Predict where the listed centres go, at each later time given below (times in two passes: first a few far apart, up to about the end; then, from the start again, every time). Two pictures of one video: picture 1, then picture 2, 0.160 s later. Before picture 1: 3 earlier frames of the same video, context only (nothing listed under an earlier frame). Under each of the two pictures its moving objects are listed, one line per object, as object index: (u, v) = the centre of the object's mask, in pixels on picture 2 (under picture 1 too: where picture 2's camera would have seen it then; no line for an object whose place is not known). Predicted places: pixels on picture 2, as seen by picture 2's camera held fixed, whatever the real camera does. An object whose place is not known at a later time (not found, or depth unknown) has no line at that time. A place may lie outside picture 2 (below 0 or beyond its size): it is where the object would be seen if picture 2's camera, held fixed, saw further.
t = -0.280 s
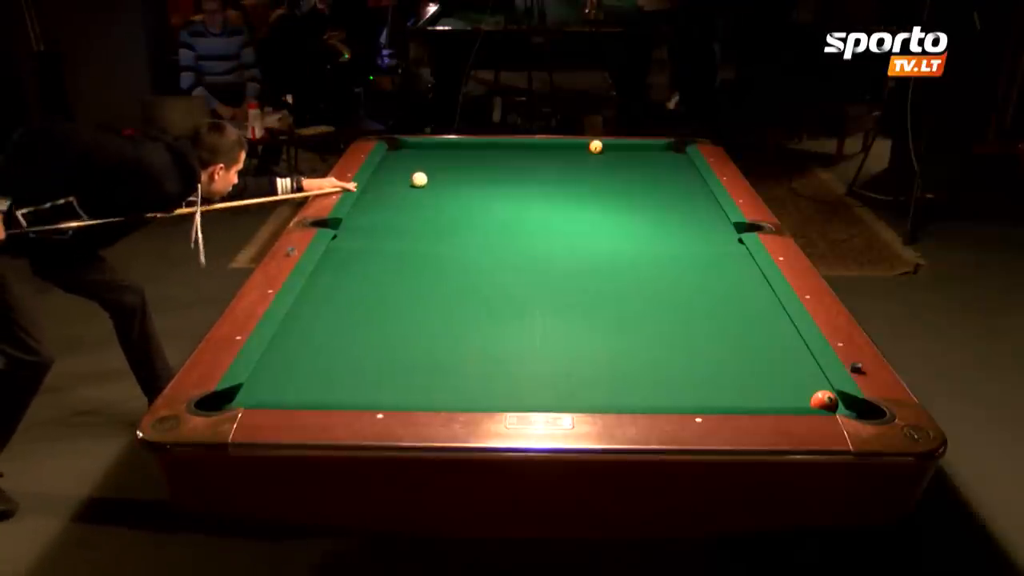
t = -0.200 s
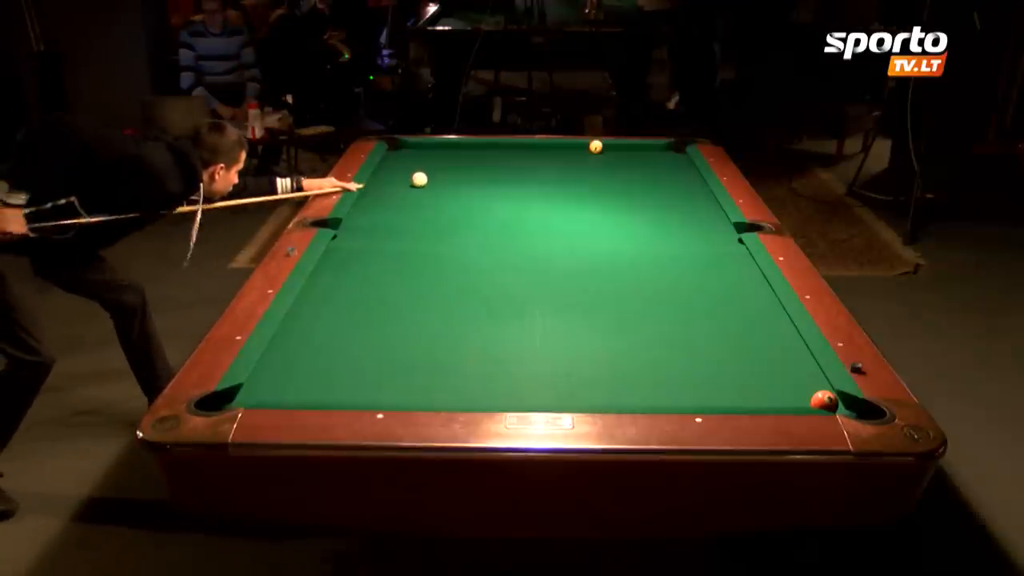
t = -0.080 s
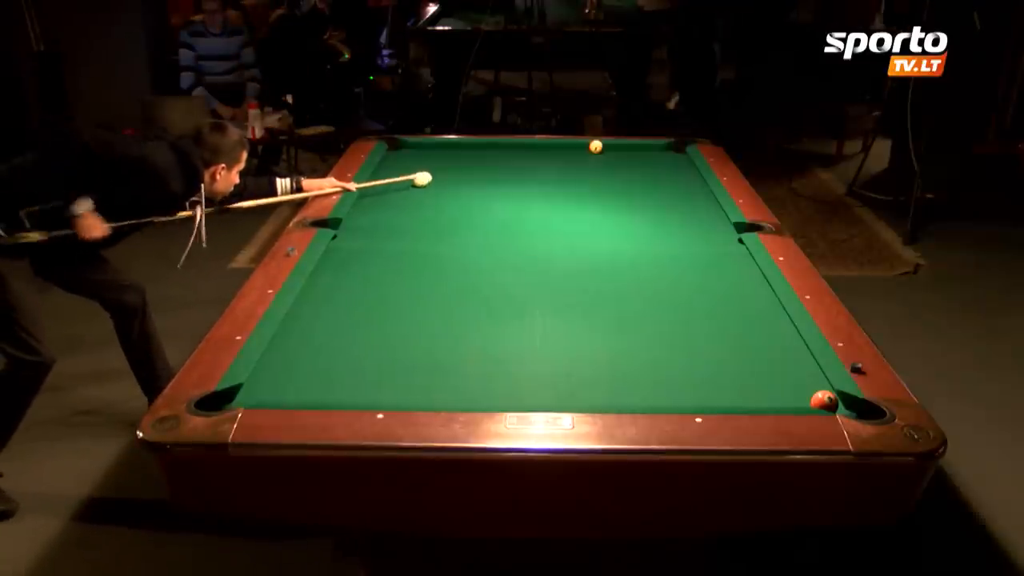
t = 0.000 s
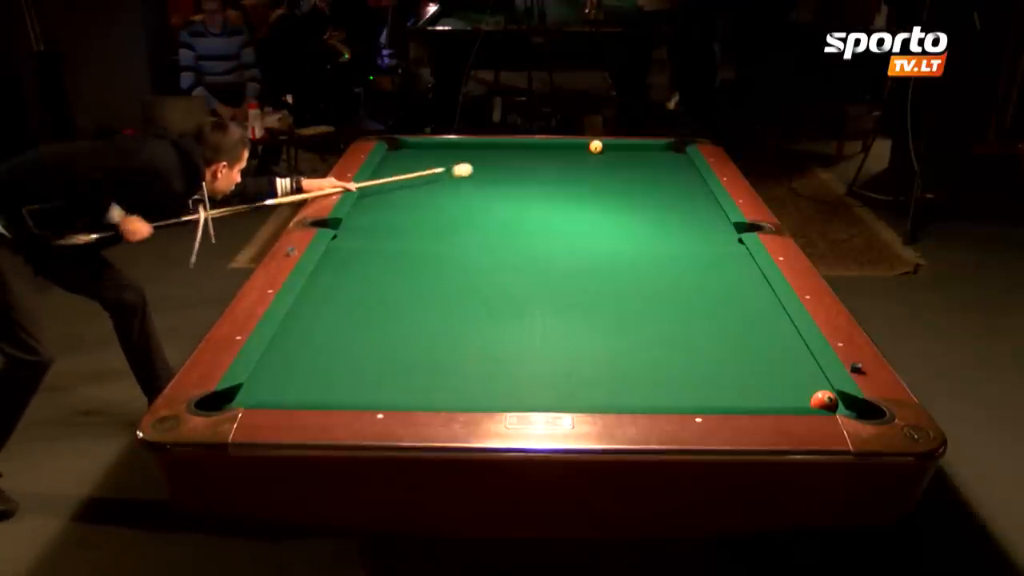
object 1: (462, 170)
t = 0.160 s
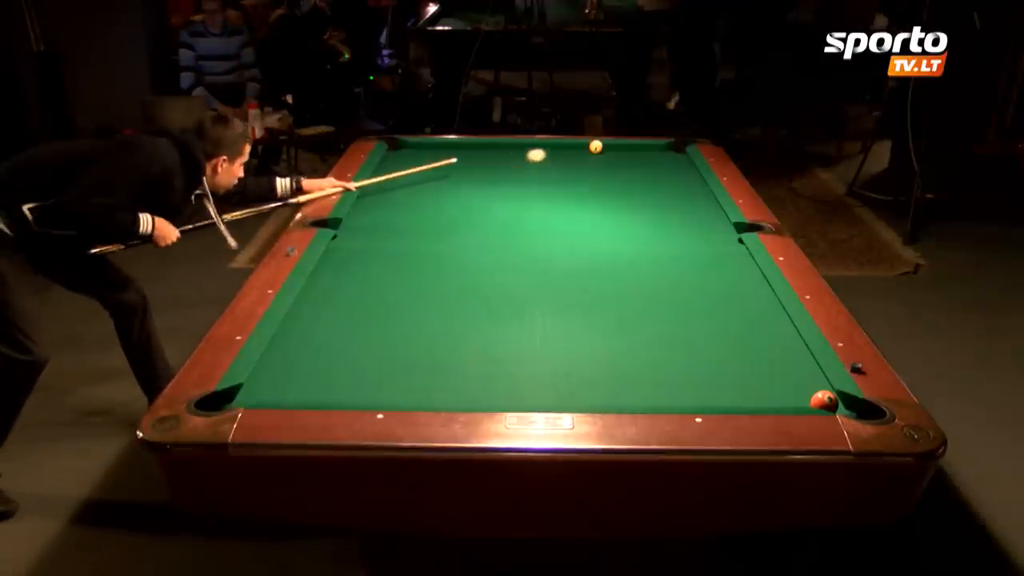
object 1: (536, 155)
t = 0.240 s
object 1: (569, 149)
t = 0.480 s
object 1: (586, 155)
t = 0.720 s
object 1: (600, 165)
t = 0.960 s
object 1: (616, 176)
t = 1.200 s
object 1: (633, 187)
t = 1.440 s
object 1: (650, 199)
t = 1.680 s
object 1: (668, 211)
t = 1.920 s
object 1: (687, 224)
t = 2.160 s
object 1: (706, 237)
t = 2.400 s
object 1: (726, 251)
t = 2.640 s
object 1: (747, 265)
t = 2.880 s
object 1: (747, 277)
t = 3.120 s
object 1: (747, 290)
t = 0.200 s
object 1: (553, 152)
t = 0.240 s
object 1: (569, 149)
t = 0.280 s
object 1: (582, 146)
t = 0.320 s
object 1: (582, 148)
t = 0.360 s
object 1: (582, 150)
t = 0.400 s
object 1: (582, 152)
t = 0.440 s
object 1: (584, 154)
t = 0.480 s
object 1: (586, 155)
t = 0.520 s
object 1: (588, 157)
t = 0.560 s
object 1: (591, 158)
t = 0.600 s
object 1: (593, 160)
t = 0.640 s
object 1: (595, 162)
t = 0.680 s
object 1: (598, 164)
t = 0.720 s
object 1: (600, 165)
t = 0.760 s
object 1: (603, 167)
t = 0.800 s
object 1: (606, 169)
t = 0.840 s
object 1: (609, 171)
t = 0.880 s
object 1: (611, 172)
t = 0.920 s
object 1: (613, 174)
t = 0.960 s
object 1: (616, 176)
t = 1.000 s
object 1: (619, 178)
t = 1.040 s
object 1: (622, 179)
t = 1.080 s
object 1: (625, 181)
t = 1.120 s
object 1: (627, 183)
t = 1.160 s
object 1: (630, 185)
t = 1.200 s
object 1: (633, 187)
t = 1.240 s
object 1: (636, 189)
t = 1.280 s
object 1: (638, 191)
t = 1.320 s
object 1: (641, 193)
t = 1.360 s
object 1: (644, 195)
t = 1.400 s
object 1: (647, 197)
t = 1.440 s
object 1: (650, 199)
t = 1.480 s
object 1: (653, 201)
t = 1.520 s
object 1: (656, 203)
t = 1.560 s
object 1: (659, 204)
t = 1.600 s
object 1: (662, 207)
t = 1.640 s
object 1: (665, 209)
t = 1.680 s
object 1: (668, 211)
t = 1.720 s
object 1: (672, 213)
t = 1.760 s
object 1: (674, 215)
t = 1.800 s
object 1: (678, 217)
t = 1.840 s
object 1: (681, 219)
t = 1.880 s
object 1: (684, 222)
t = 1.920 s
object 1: (687, 224)
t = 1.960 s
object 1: (690, 226)
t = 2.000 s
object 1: (693, 228)
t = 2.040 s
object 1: (696, 230)
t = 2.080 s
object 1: (700, 233)
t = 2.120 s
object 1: (703, 235)
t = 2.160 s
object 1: (706, 237)
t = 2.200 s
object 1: (709, 239)
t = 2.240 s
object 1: (713, 241)
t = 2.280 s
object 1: (716, 244)
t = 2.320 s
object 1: (719, 246)
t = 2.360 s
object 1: (723, 248)
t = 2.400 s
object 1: (726, 251)
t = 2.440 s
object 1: (729, 253)
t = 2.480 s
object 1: (733, 255)
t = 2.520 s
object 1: (736, 258)
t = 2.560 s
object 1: (740, 260)
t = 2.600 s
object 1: (743, 263)
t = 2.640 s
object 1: (747, 265)
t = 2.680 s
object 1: (747, 267)
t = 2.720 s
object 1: (747, 269)
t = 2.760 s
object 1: (747, 271)
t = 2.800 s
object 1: (747, 273)
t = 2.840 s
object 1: (747, 275)
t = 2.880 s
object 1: (747, 277)
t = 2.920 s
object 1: (747, 279)
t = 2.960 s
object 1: (747, 281)
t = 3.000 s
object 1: (747, 284)
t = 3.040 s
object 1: (747, 286)
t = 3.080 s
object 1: (747, 288)
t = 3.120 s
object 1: (747, 290)
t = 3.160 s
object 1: (747, 292)
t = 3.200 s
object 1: (747, 294)
